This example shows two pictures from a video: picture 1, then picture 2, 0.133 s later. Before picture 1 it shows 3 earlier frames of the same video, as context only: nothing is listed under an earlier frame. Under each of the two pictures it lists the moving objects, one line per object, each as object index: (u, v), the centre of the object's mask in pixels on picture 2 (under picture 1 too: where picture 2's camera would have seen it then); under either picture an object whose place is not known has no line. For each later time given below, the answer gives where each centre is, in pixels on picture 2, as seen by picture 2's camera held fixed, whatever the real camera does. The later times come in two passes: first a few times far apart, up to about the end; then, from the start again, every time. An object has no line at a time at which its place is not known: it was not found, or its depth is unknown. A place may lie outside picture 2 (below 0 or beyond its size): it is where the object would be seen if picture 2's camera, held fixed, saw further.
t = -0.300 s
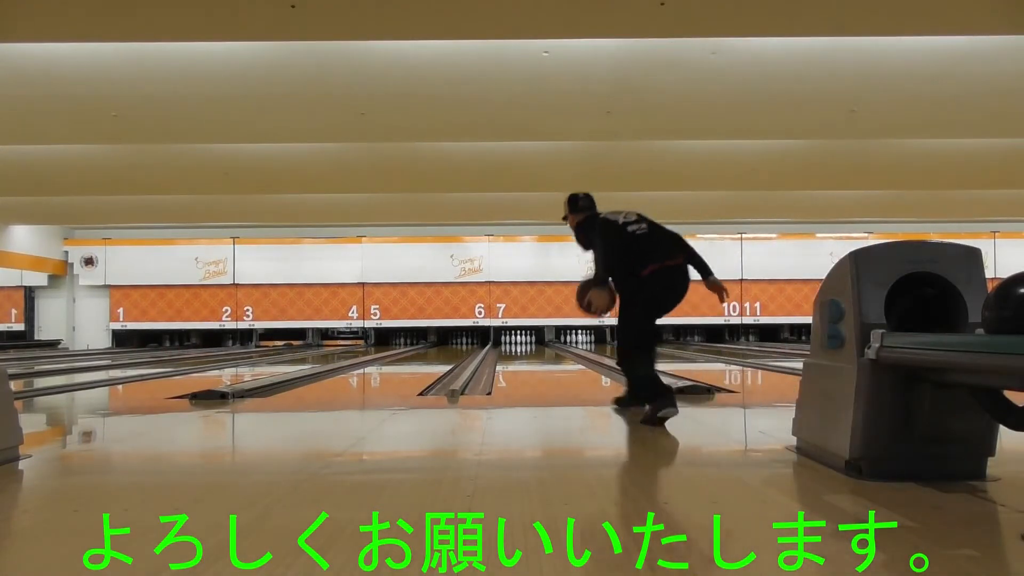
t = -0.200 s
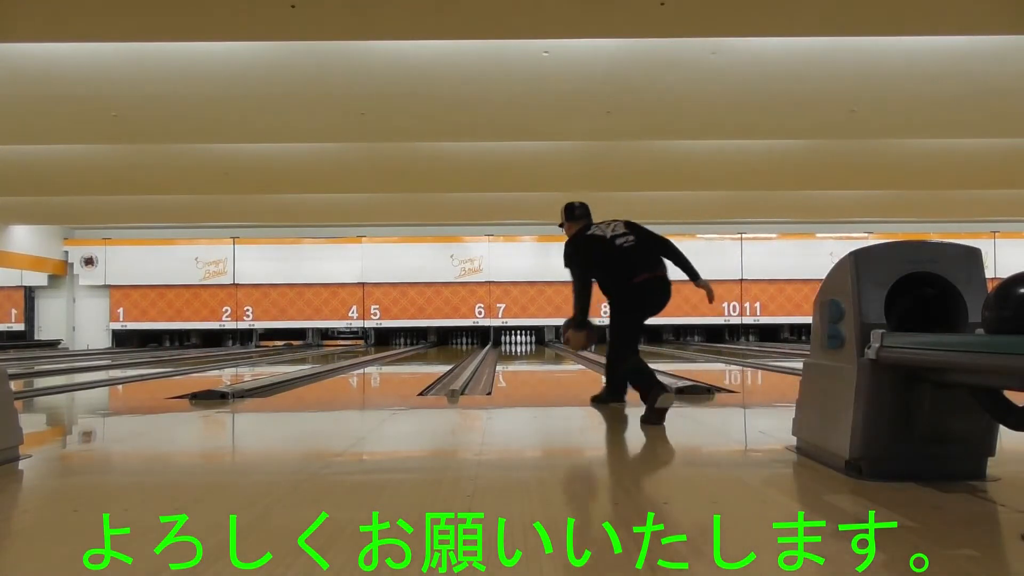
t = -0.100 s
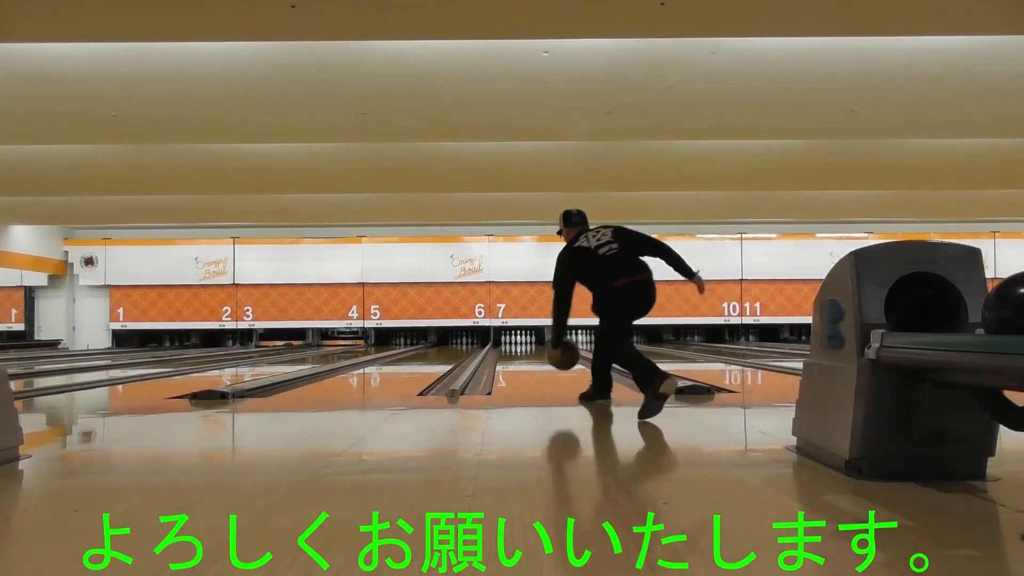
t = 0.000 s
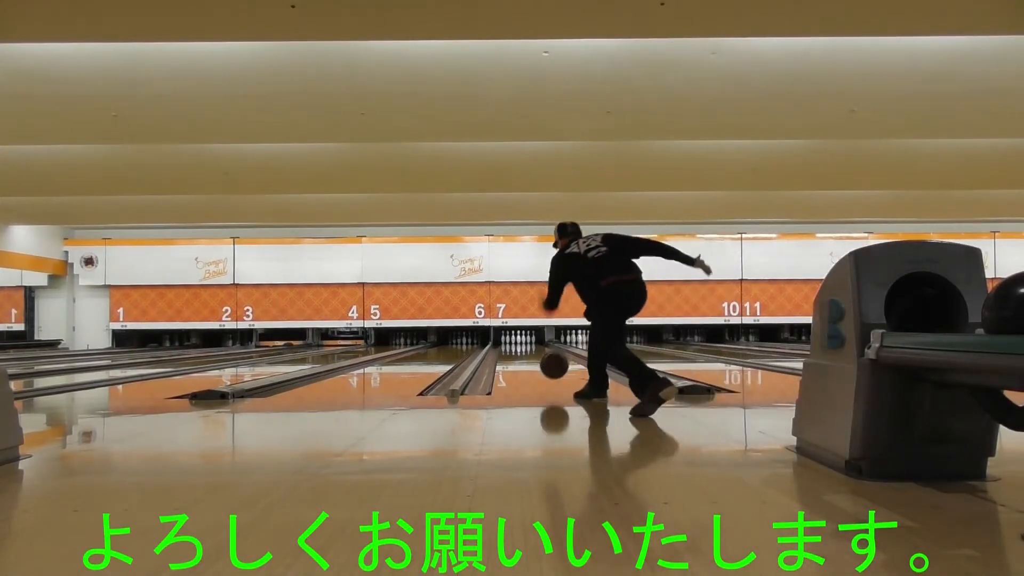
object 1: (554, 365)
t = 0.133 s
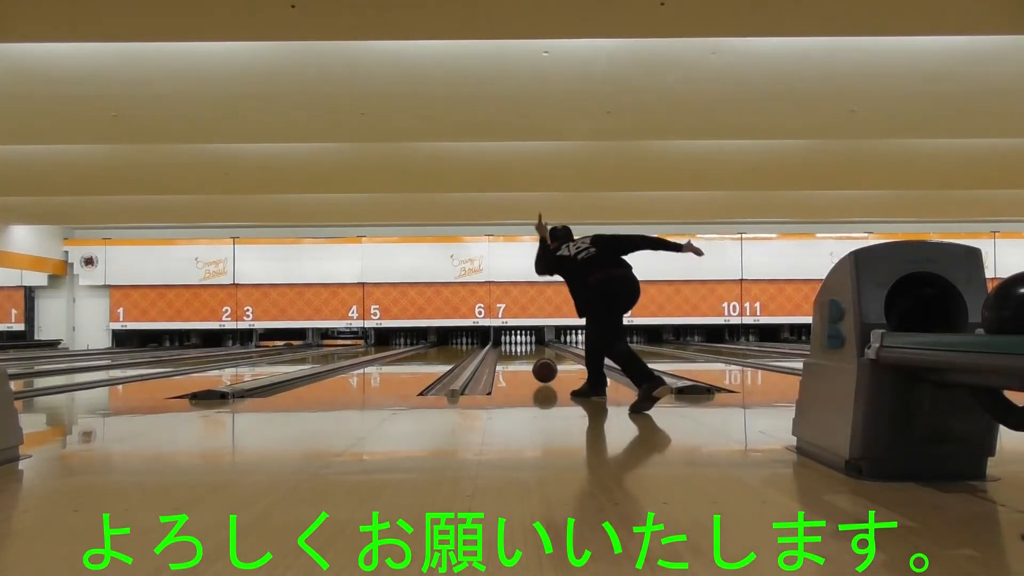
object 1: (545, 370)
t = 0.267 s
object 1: (537, 367)
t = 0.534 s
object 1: (527, 360)
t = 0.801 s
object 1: (521, 354)
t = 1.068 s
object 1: (516, 351)
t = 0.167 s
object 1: (543, 370)
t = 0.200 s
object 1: (541, 369)
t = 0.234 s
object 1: (539, 368)
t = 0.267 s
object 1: (537, 367)
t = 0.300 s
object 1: (536, 366)
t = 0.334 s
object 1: (534, 365)
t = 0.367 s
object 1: (533, 364)
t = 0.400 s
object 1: (532, 363)
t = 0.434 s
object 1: (530, 362)
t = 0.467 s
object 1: (529, 362)
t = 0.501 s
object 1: (528, 360)
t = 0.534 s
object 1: (527, 360)
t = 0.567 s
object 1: (526, 358)
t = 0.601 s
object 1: (525, 358)
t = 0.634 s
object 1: (525, 357)
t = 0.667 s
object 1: (523, 357)
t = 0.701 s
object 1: (523, 356)
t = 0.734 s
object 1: (522, 356)
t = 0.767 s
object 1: (521, 355)
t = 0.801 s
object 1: (521, 354)
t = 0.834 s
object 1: (520, 354)
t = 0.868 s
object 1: (520, 354)
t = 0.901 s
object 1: (519, 353)
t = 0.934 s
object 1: (519, 353)
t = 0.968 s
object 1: (518, 352)
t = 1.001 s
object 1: (517, 352)
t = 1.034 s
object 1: (517, 352)
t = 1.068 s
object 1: (516, 351)
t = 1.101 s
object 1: (516, 351)
